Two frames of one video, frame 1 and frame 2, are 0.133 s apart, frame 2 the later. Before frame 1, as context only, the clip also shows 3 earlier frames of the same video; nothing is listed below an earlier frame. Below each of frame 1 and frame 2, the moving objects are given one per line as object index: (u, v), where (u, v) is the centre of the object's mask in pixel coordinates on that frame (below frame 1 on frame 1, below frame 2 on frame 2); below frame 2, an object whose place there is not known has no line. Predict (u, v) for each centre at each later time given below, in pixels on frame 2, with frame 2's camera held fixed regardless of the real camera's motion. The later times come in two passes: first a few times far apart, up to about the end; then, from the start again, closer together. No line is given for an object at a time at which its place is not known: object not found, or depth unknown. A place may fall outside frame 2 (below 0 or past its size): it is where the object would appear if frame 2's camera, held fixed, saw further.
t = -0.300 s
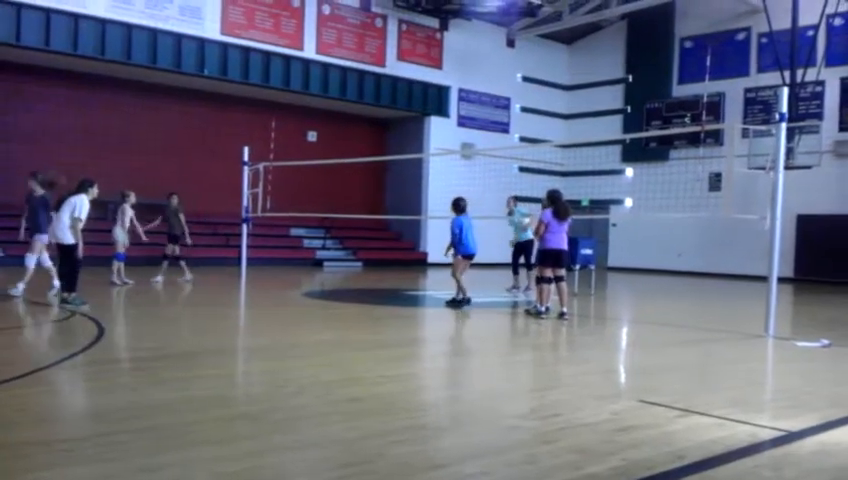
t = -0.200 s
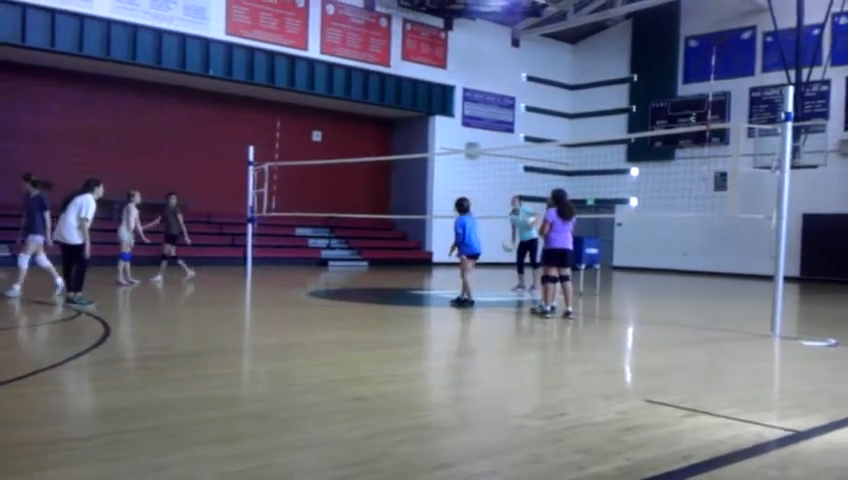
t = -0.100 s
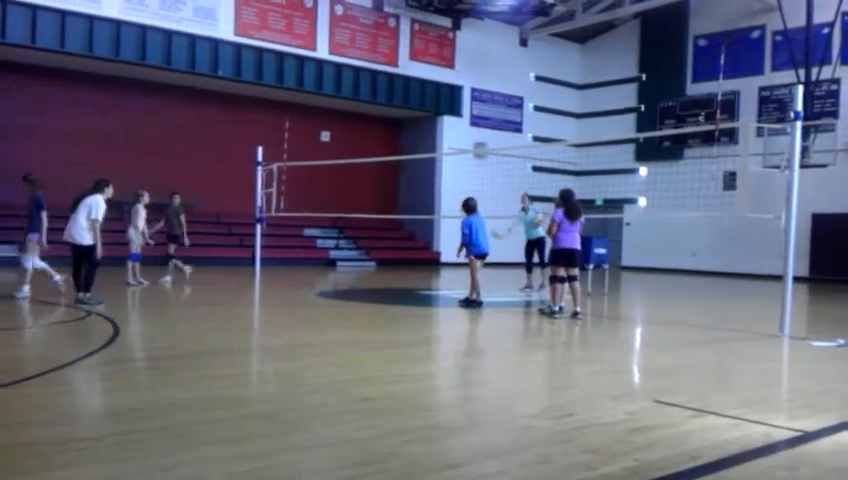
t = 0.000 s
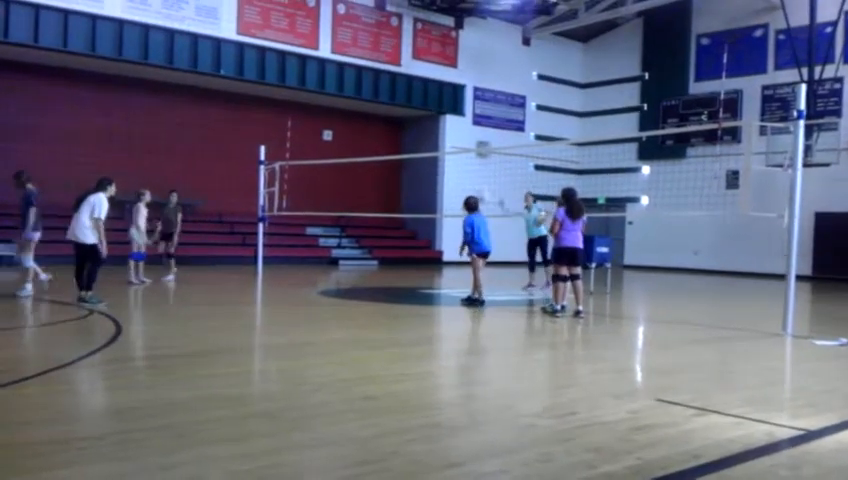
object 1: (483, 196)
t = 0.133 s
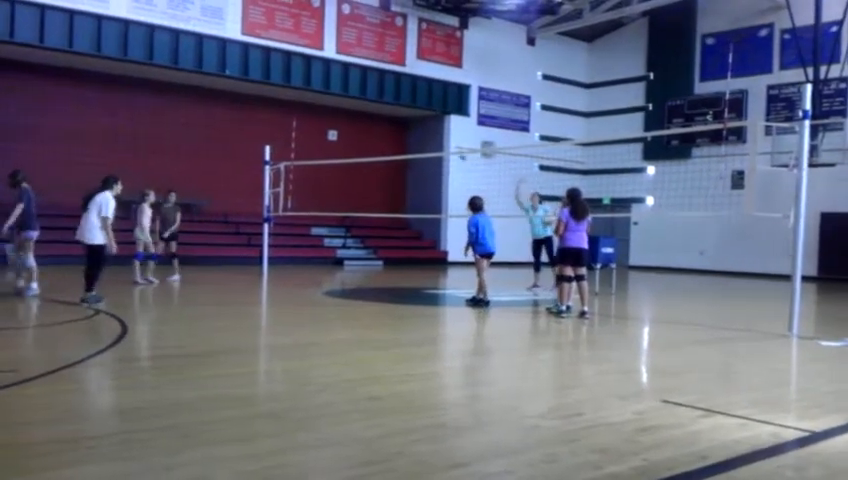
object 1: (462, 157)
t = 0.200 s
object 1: (453, 139)
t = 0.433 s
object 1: (409, 90)
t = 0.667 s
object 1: (362, 76)
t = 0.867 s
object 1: (317, 93)
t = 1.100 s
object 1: (258, 151)
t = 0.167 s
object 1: (456, 146)
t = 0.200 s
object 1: (453, 139)
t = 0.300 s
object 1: (435, 112)
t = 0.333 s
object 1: (429, 106)
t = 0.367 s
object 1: (422, 100)
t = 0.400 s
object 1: (416, 95)
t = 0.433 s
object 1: (409, 90)
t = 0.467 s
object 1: (403, 86)
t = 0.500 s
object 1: (397, 83)
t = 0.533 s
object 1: (390, 80)
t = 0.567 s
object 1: (383, 78)
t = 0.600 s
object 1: (376, 76)
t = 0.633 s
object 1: (369, 76)
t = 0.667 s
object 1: (362, 76)
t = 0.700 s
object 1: (355, 77)
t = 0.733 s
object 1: (347, 79)
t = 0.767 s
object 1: (340, 81)
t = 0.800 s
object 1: (332, 84)
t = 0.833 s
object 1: (325, 88)
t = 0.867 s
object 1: (317, 93)
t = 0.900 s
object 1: (308, 99)
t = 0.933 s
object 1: (300, 105)
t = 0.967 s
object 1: (292, 113)
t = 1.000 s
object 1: (284, 120)
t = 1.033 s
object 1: (276, 130)
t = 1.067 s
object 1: (268, 139)
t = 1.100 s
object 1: (258, 151)
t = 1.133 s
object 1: (250, 163)
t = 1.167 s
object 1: (242, 176)
